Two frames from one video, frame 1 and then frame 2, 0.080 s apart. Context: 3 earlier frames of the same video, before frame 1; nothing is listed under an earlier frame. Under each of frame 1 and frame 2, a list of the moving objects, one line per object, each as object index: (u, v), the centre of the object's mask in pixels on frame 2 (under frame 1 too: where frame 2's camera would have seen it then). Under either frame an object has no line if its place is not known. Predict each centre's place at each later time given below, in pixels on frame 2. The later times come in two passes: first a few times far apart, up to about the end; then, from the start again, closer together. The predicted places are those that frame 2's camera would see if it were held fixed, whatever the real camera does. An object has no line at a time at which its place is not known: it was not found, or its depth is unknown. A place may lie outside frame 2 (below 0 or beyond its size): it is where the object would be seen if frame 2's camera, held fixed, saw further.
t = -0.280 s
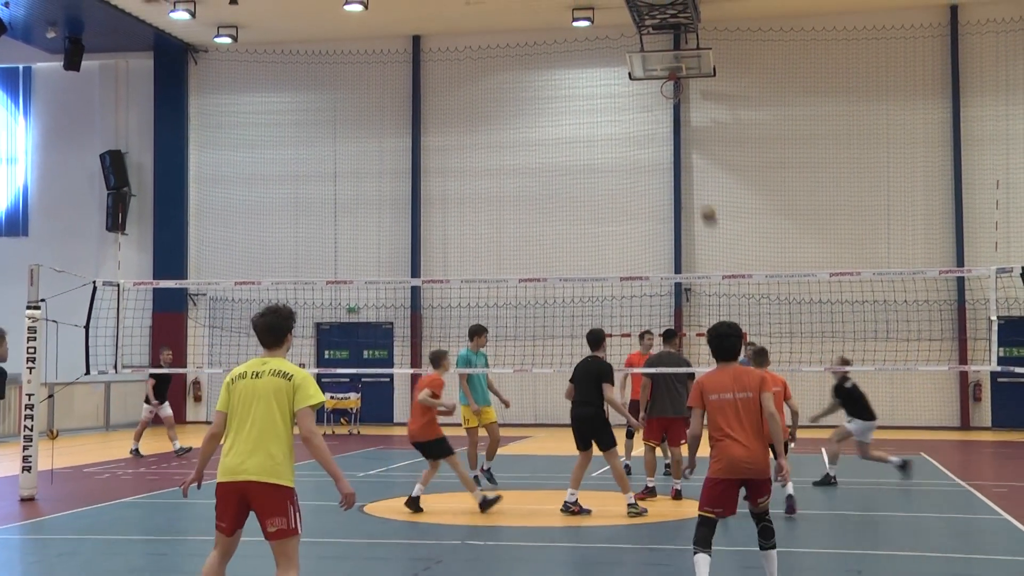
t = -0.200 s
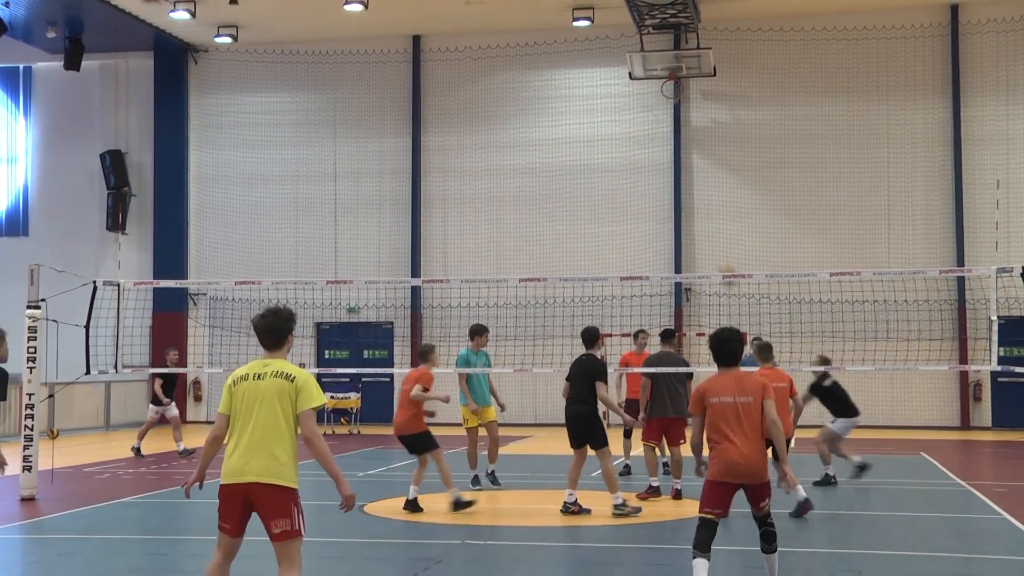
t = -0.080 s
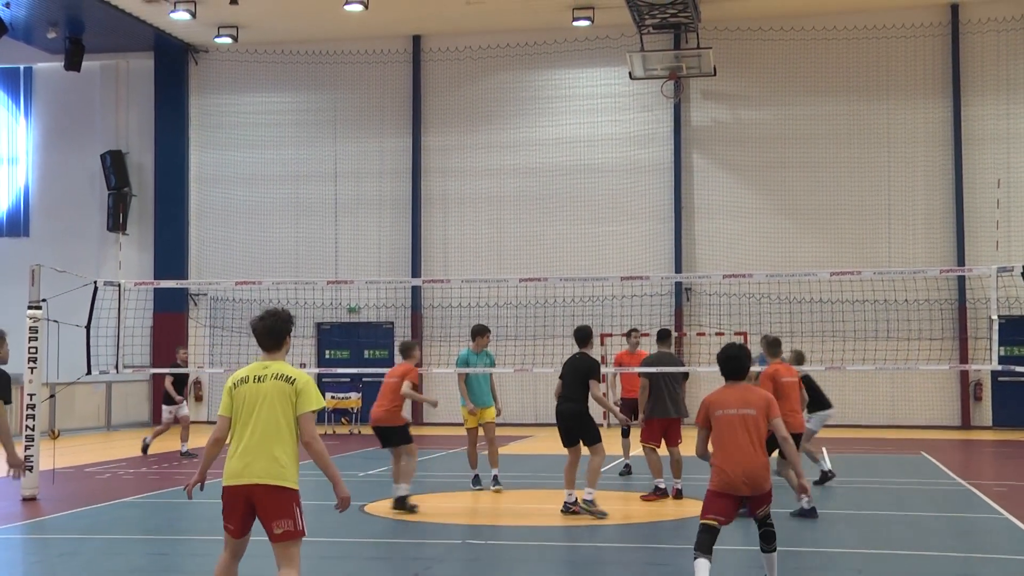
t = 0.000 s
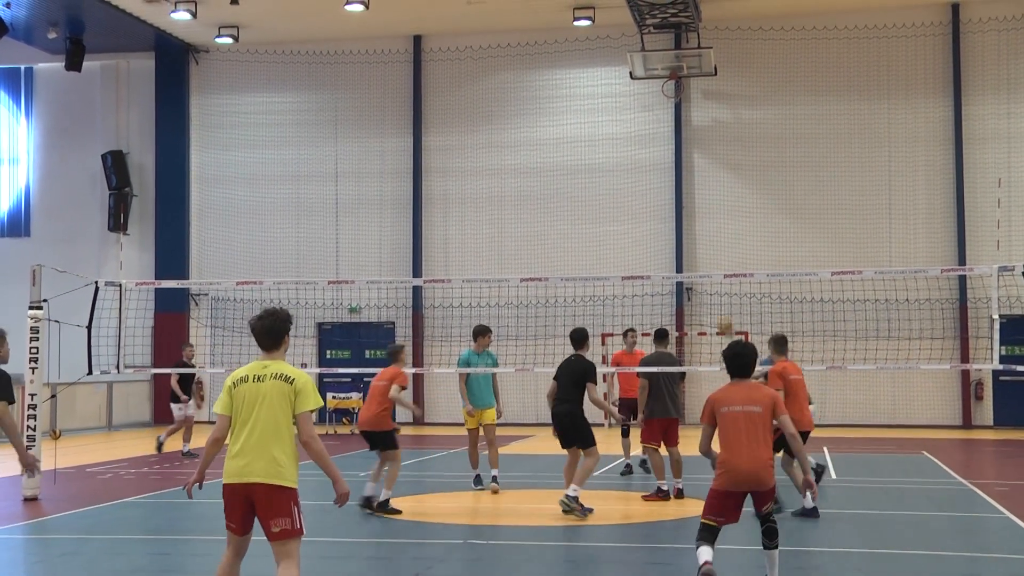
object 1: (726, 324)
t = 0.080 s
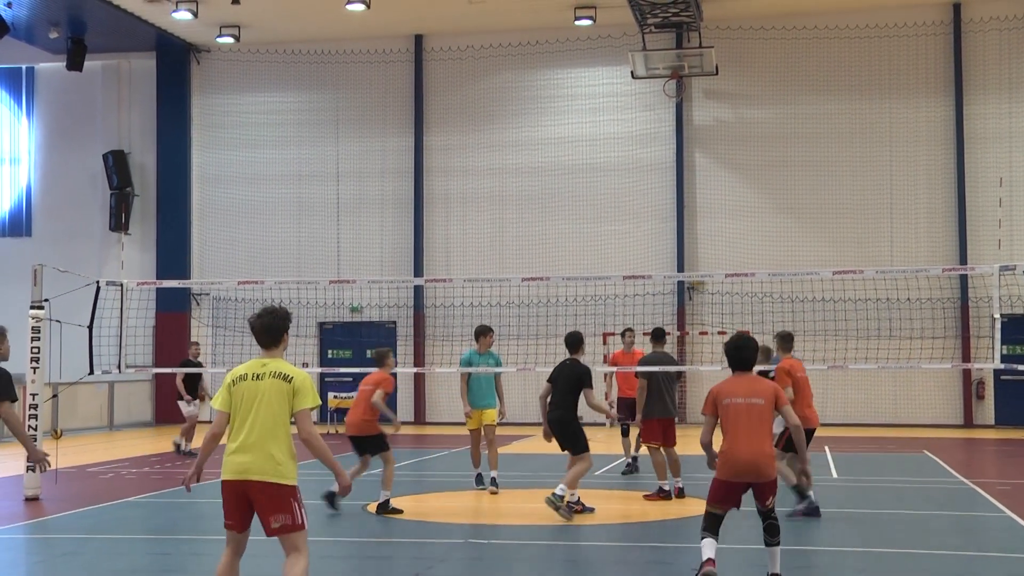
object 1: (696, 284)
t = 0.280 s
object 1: (618, 192)
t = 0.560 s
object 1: (515, 123)
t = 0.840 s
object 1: (414, 119)
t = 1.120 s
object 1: (309, 183)
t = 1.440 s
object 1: (217, 292)
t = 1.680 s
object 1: (196, 343)
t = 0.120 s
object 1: (680, 260)
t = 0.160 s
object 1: (664, 241)
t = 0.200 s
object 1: (648, 224)
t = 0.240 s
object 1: (633, 207)
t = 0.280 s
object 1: (618, 192)
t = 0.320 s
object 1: (603, 179)
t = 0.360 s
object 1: (588, 166)
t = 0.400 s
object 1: (574, 154)
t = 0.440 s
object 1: (560, 145)
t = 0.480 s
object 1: (544, 136)
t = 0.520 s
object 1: (530, 129)
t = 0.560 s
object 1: (515, 123)
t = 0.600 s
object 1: (501, 119)
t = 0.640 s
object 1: (487, 116)
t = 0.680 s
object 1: (472, 113)
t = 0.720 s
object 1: (458, 112)
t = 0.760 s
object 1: (442, 114)
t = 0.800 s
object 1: (428, 116)
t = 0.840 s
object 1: (414, 119)
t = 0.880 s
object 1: (399, 125)
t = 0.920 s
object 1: (384, 132)
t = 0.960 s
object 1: (369, 140)
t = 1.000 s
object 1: (354, 149)
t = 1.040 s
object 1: (339, 158)
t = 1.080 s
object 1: (325, 170)
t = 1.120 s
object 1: (309, 183)
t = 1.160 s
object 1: (294, 198)
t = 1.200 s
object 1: (279, 214)
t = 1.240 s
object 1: (264, 232)
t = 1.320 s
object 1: (234, 270)
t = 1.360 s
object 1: (224, 280)
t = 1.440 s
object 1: (217, 292)
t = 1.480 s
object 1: (214, 295)
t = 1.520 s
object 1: (210, 302)
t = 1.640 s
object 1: (199, 330)
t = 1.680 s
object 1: (196, 343)
